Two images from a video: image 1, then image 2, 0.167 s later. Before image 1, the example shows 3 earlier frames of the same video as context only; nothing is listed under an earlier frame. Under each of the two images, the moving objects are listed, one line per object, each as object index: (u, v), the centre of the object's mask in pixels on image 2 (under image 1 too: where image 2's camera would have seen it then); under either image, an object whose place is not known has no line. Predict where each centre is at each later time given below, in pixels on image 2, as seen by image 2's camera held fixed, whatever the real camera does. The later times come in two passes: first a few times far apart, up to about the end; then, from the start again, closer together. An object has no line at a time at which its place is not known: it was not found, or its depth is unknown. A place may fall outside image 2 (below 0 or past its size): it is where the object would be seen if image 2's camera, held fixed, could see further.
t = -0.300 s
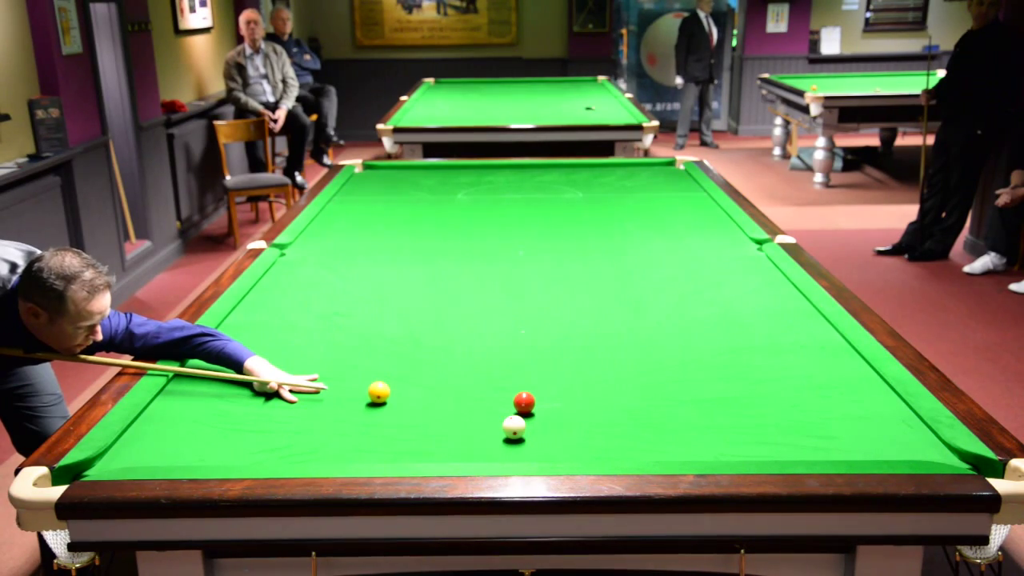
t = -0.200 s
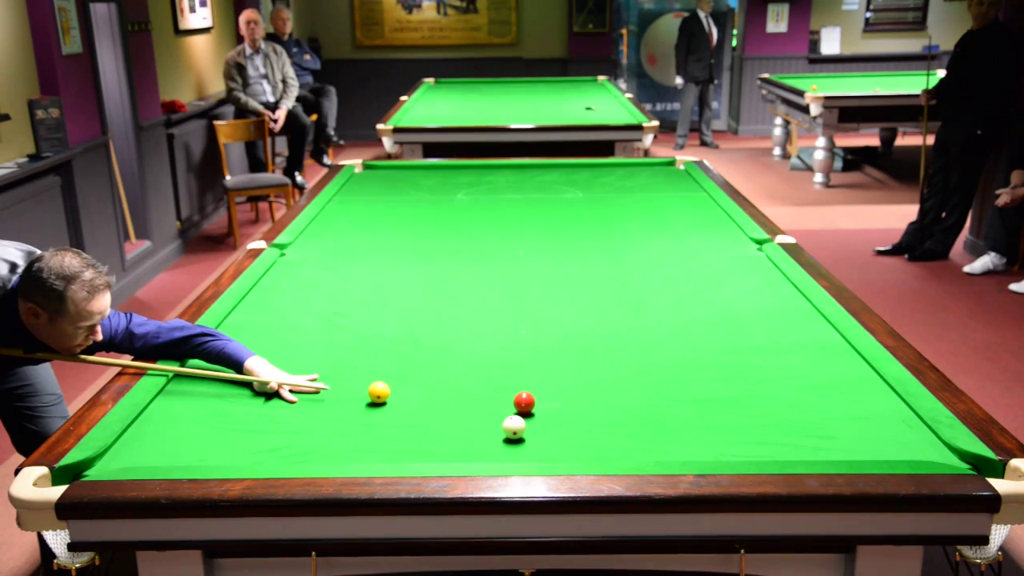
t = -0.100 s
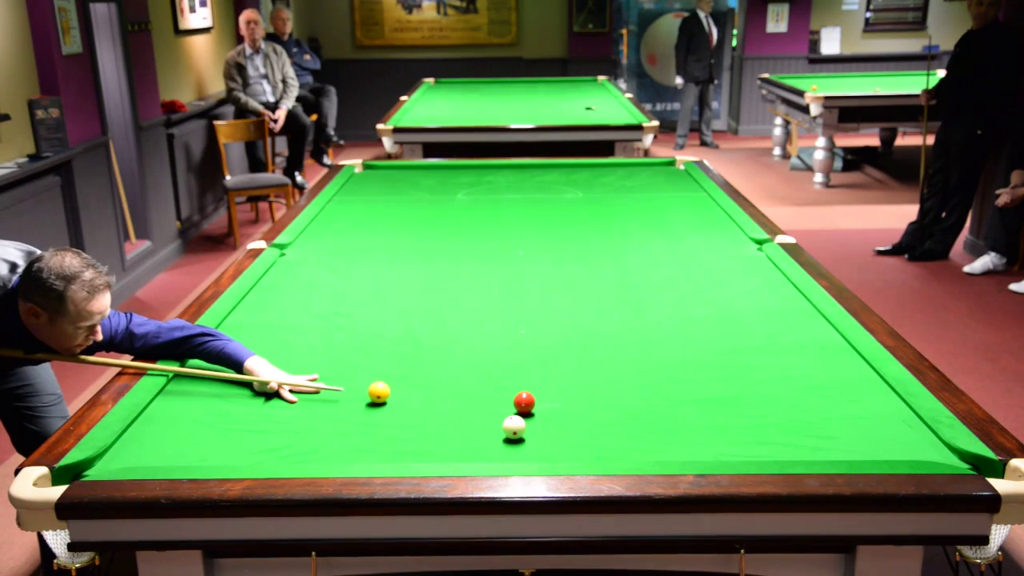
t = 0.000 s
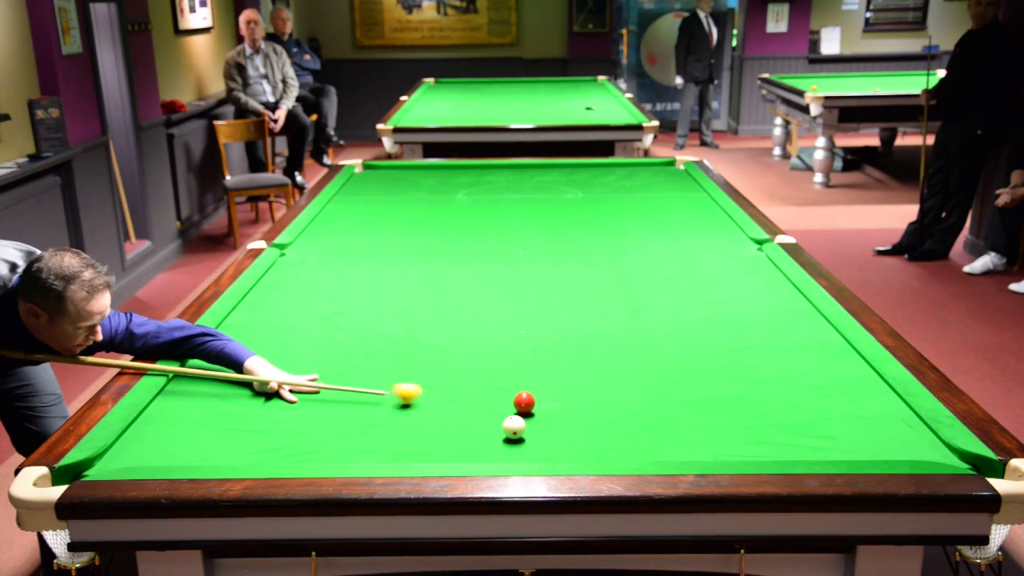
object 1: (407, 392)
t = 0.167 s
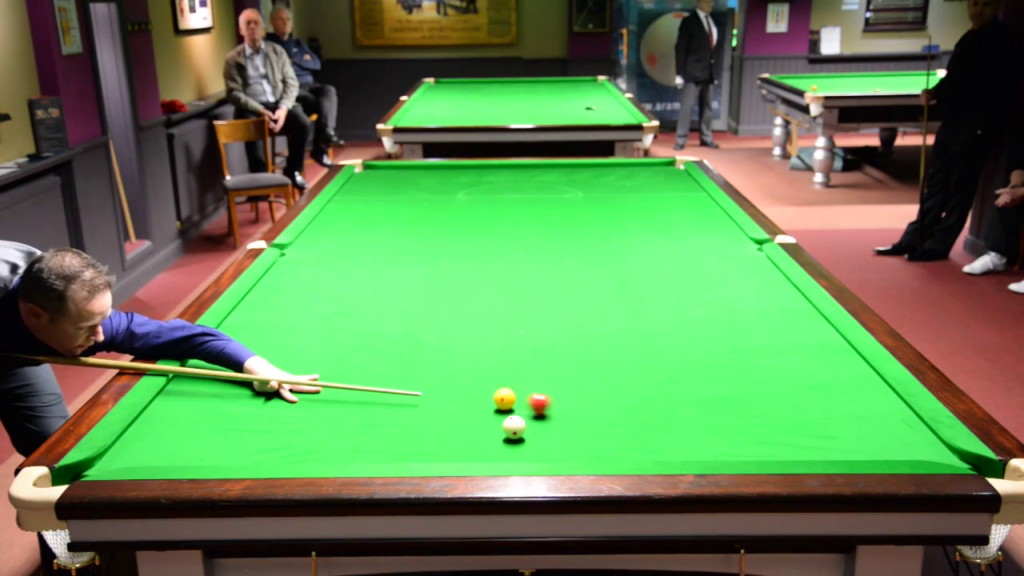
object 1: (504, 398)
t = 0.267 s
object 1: (511, 396)
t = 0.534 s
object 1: (527, 390)
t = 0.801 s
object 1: (542, 384)
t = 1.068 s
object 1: (554, 380)
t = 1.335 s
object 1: (564, 376)
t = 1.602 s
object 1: (572, 373)
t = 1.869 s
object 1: (579, 371)
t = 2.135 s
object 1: (585, 369)
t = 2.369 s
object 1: (588, 369)
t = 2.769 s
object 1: (586, 366)
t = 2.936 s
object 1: (587, 367)
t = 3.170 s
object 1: (587, 367)
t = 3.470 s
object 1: (587, 367)
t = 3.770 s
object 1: (587, 367)
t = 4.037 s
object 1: (587, 367)
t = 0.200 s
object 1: (506, 398)
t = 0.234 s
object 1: (509, 397)
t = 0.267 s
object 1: (511, 396)
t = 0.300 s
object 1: (513, 395)
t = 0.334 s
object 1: (515, 394)
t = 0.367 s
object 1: (518, 393)
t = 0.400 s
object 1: (520, 393)
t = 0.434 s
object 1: (522, 392)
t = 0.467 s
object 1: (524, 391)
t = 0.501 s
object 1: (525, 390)
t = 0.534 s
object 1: (527, 390)
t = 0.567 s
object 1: (529, 389)
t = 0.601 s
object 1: (531, 388)
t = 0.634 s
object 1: (533, 387)
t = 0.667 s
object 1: (535, 387)
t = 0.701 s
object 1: (536, 386)
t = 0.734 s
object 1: (538, 386)
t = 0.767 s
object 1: (540, 385)
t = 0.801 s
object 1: (542, 384)
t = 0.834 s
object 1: (543, 384)
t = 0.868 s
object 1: (545, 383)
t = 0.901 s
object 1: (546, 382)
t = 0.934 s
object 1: (548, 382)
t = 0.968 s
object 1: (549, 381)
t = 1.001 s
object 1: (551, 381)
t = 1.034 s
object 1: (552, 380)
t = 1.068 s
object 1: (554, 380)
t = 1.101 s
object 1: (555, 379)
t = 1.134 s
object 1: (556, 379)
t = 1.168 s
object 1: (558, 378)
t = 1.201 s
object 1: (559, 378)
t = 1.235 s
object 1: (560, 377)
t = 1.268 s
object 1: (562, 377)
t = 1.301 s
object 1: (563, 376)
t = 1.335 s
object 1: (564, 376)
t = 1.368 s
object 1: (565, 375)
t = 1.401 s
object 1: (566, 375)
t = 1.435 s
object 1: (567, 375)
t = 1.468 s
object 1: (568, 374)
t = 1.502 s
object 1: (569, 374)
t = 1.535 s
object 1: (571, 373)
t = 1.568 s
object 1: (571, 373)
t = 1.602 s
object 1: (572, 373)
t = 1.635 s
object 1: (573, 373)
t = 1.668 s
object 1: (574, 372)
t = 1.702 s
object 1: (575, 372)
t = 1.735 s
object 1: (576, 372)
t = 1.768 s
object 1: (577, 371)
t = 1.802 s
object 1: (578, 371)
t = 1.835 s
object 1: (579, 371)
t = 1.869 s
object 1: (579, 371)
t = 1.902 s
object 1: (580, 371)
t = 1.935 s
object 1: (581, 370)
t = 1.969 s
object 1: (582, 370)
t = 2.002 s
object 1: (583, 370)
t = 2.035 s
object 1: (583, 370)
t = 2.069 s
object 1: (584, 370)
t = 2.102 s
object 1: (584, 369)
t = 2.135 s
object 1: (585, 369)
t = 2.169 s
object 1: (585, 369)
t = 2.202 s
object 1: (586, 369)
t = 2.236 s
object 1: (587, 369)
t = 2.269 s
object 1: (587, 369)
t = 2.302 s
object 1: (587, 369)
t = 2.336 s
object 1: (588, 369)
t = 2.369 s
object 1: (588, 369)
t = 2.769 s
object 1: (586, 366)
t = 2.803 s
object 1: (589, 368)
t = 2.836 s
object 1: (588, 368)
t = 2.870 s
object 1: (588, 367)
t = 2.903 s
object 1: (588, 367)
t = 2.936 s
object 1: (587, 367)
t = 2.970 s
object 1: (587, 367)
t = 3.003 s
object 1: (587, 367)
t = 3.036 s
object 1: (587, 367)
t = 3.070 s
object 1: (587, 367)
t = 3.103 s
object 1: (587, 367)
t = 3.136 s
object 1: (587, 367)
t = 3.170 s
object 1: (587, 367)
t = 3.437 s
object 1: (587, 367)
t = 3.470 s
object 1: (587, 367)
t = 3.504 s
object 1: (587, 367)
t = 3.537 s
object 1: (587, 367)
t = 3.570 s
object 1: (587, 367)
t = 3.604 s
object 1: (587, 367)
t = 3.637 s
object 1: (587, 367)
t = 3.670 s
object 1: (587, 367)
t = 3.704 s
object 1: (587, 367)
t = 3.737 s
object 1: (587, 367)
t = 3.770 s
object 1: (587, 367)
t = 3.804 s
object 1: (587, 367)
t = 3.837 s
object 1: (587, 367)
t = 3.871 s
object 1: (587, 367)
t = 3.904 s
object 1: (587, 367)
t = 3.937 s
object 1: (587, 367)
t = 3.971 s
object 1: (587, 367)
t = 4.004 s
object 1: (587, 367)
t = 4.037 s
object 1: (587, 367)
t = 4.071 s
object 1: (587, 367)
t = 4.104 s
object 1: (587, 367)
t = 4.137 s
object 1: (587, 367)
